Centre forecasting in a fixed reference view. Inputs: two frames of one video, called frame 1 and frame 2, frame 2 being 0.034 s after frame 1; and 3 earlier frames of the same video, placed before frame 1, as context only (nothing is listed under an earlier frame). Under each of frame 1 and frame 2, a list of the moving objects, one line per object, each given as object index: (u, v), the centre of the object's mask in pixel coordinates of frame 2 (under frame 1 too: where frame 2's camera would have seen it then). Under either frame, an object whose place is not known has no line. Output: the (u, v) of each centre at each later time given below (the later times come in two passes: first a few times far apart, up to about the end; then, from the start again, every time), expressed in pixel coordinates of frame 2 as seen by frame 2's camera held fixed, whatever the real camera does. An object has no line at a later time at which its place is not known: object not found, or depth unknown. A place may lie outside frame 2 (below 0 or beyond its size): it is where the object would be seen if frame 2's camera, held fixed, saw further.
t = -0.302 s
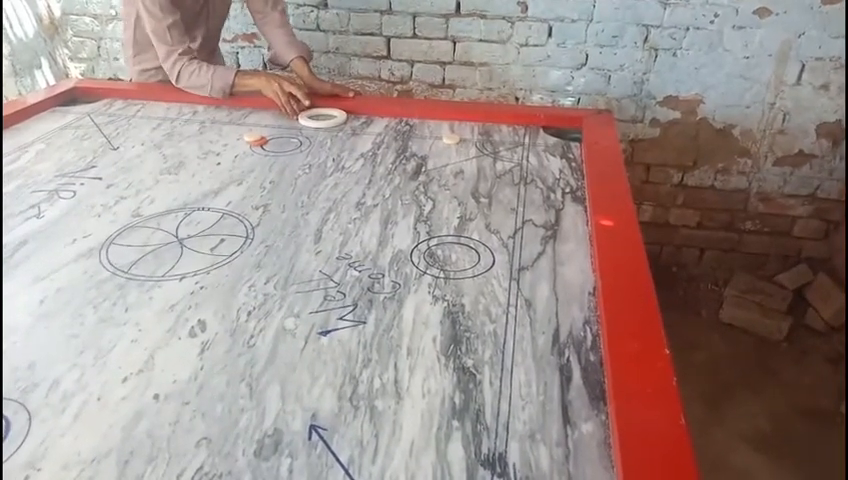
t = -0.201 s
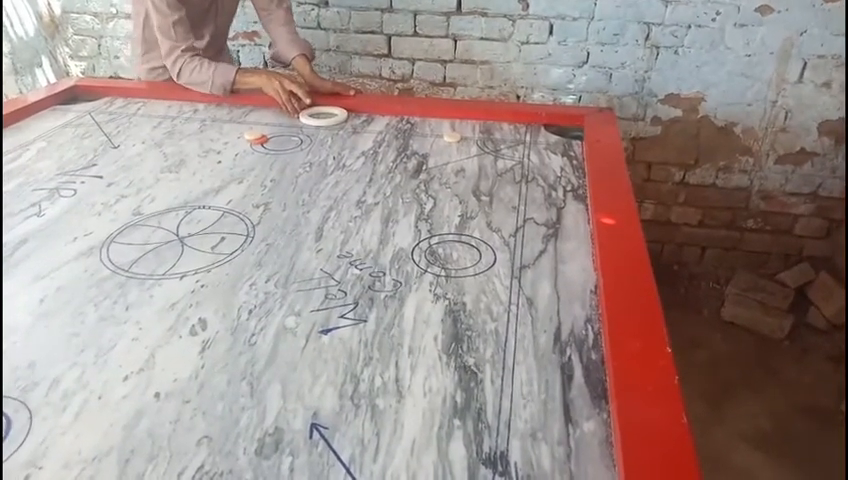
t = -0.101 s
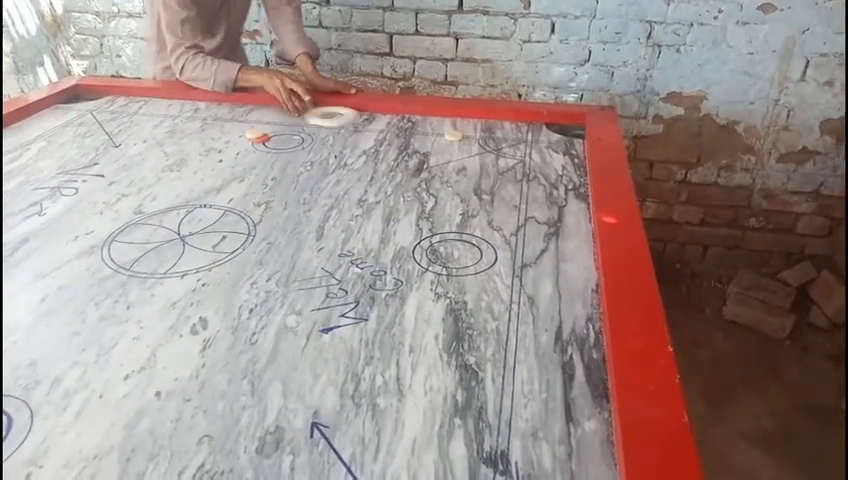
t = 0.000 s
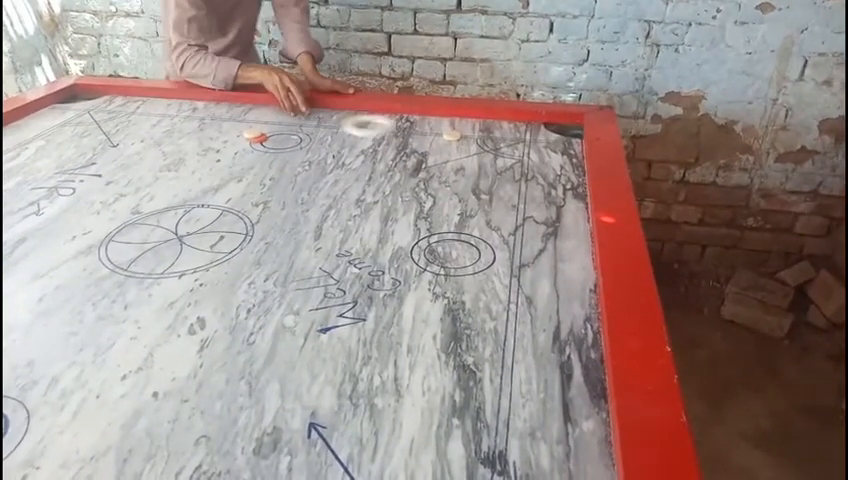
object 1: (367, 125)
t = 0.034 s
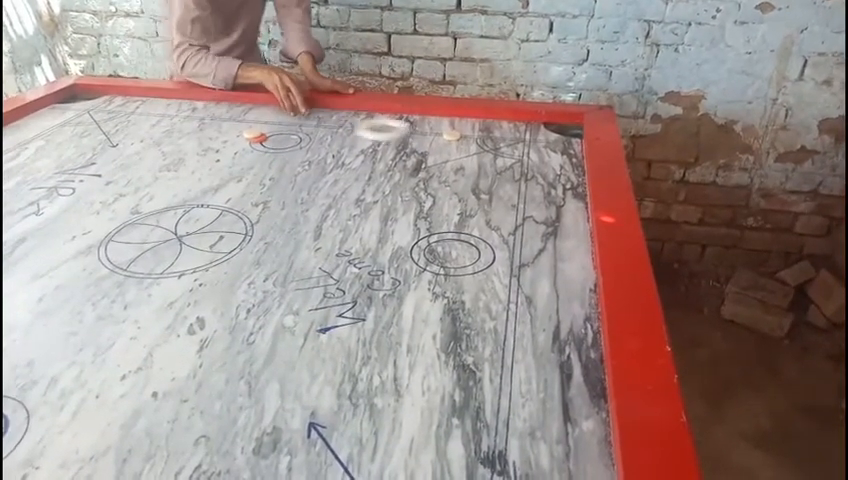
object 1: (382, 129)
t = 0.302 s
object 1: (483, 160)
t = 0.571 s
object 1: (524, 187)
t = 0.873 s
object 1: (421, 200)
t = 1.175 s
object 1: (321, 212)
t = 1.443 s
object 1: (237, 221)
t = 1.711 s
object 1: (160, 228)
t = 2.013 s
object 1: (89, 235)
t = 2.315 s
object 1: (34, 240)
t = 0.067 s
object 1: (394, 132)
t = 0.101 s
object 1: (410, 137)
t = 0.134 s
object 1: (422, 140)
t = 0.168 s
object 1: (434, 143)
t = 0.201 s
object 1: (446, 147)
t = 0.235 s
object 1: (458, 152)
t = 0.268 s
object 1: (471, 156)
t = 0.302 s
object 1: (483, 160)
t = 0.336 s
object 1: (497, 164)
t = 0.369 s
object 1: (510, 168)
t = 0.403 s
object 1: (522, 172)
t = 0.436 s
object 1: (536, 177)
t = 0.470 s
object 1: (550, 181)
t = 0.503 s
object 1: (549, 184)
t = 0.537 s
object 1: (536, 186)
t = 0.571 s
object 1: (524, 187)
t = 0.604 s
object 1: (512, 189)
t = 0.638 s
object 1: (502, 190)
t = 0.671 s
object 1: (490, 191)
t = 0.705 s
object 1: (479, 193)
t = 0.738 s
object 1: (467, 194)
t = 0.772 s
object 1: (455, 196)
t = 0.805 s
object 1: (444, 197)
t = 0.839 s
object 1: (432, 199)
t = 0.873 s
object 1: (421, 200)
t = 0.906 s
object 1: (411, 201)
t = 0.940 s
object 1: (398, 202)
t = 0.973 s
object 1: (387, 204)
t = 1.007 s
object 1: (377, 205)
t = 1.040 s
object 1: (366, 206)
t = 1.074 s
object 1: (354, 208)
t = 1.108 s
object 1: (343, 209)
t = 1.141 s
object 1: (332, 210)
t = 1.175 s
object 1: (321, 212)
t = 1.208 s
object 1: (310, 213)
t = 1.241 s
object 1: (300, 214)
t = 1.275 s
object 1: (290, 215)
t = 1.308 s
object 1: (278, 216)
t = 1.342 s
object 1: (268, 217)
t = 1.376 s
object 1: (257, 219)
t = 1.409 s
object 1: (248, 219)
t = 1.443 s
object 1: (237, 221)
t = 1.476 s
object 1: (228, 222)
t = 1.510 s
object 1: (215, 223)
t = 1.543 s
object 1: (206, 224)
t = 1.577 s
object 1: (197, 225)
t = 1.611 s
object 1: (187, 225)
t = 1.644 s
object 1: (178, 226)
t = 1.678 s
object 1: (169, 227)
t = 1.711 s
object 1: (160, 228)
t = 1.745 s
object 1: (151, 229)
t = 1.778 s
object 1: (142, 230)
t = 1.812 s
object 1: (136, 231)
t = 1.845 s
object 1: (127, 232)
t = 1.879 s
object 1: (119, 232)
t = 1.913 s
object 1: (111, 233)
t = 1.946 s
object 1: (103, 234)
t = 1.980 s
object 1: (95, 234)
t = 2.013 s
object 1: (89, 235)
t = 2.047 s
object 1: (82, 235)
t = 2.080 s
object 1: (75, 236)
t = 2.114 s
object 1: (68, 237)
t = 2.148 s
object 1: (62, 237)
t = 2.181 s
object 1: (56, 238)
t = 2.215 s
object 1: (49, 238)
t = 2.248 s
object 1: (44, 239)
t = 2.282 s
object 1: (36, 239)
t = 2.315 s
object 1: (34, 240)
